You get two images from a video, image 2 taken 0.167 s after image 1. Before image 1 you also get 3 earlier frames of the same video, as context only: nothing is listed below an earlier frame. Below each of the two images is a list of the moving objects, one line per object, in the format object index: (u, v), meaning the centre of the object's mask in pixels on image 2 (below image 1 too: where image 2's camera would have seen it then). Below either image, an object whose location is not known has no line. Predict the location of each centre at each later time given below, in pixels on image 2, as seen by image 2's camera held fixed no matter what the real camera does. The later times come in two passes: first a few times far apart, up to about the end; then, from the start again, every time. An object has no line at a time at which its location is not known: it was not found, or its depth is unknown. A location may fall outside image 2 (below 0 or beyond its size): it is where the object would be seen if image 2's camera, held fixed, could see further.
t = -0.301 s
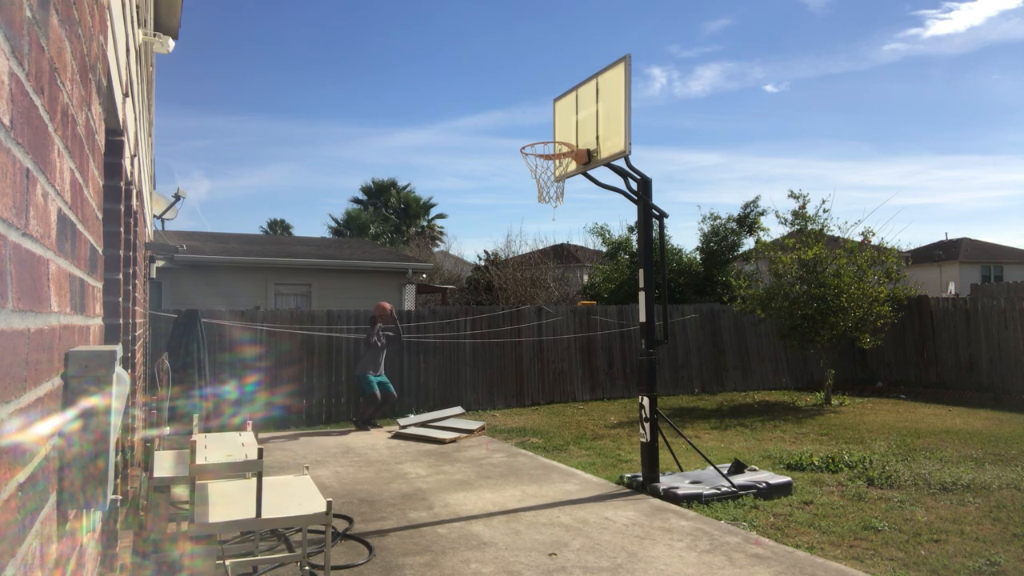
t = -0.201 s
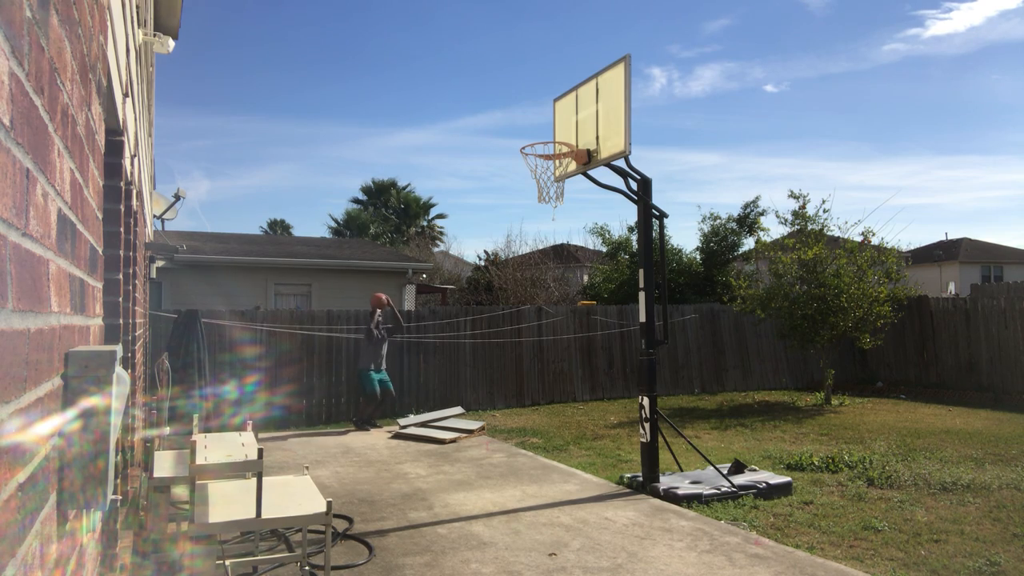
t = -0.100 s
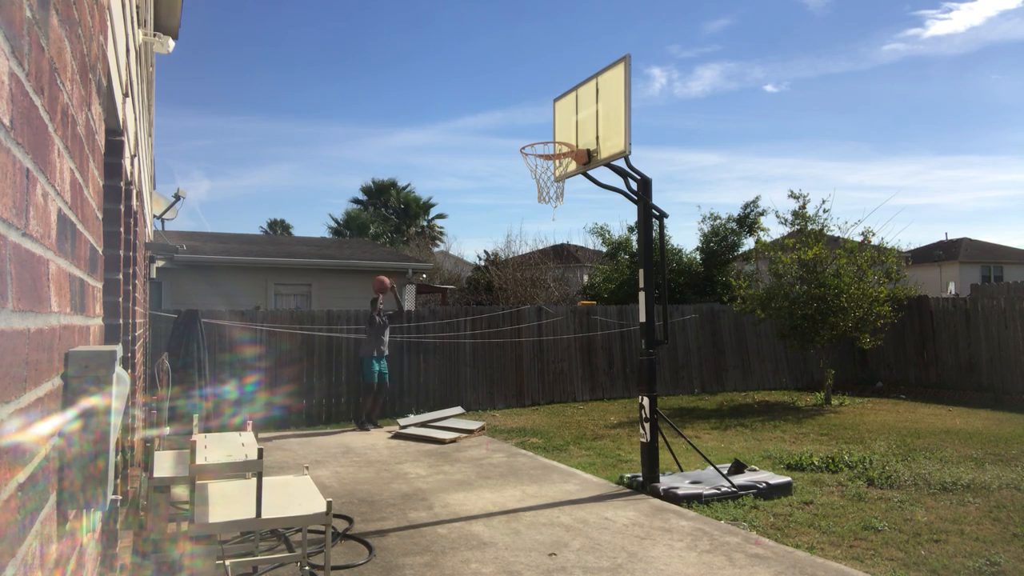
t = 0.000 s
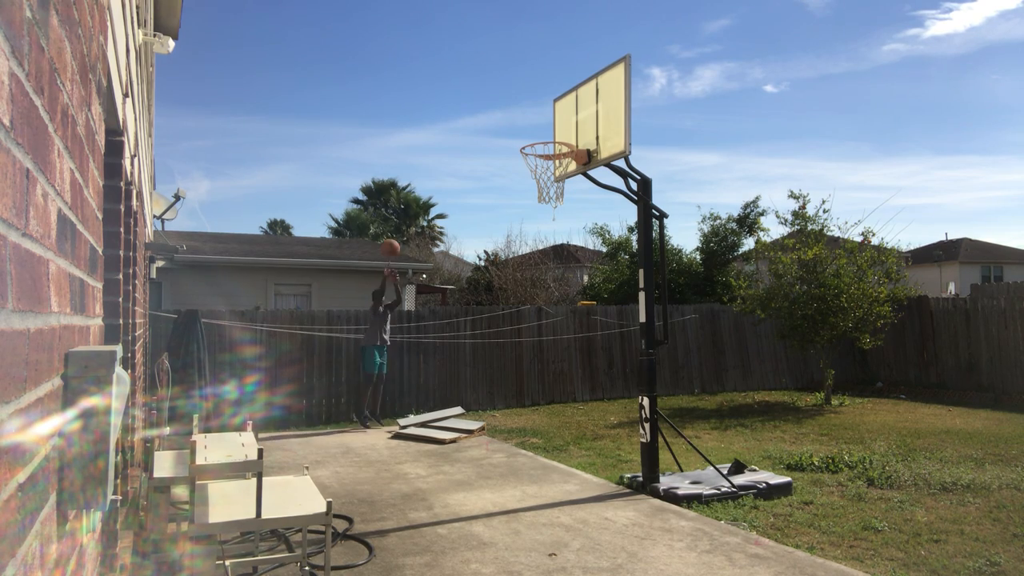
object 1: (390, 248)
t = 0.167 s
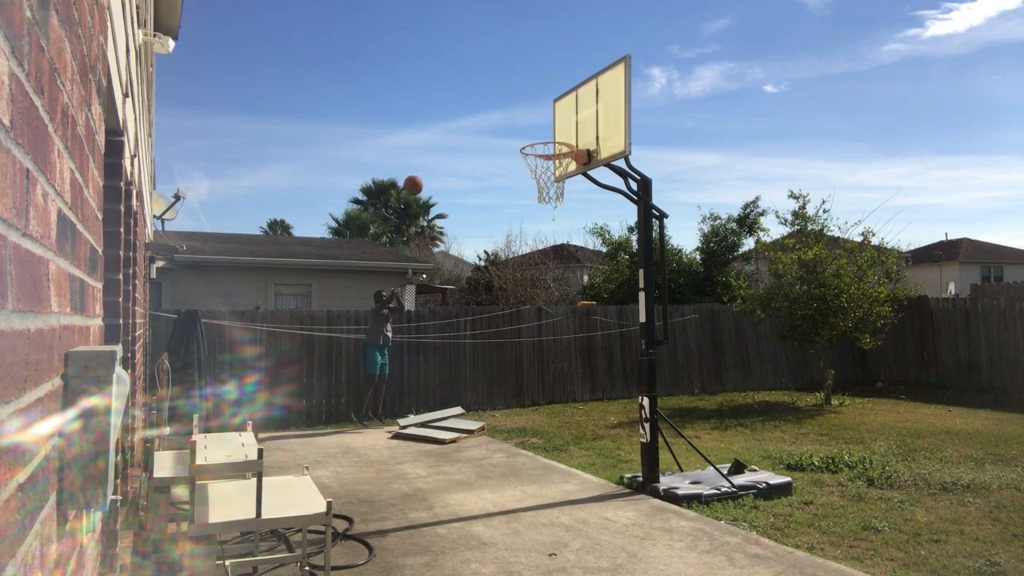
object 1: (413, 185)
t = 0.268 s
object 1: (428, 155)
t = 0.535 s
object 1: (475, 107)
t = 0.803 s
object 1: (534, 122)
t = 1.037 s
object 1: (537, 178)
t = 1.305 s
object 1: (495, 235)
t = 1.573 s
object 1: (454, 369)
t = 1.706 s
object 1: (434, 464)
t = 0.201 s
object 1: (418, 175)
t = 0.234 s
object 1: (423, 164)
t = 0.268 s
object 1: (428, 155)
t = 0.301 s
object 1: (434, 146)
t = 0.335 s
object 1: (439, 138)
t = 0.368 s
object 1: (444, 131)
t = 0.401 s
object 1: (450, 124)
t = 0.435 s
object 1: (456, 119)
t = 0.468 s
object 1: (462, 114)
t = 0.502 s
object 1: (468, 110)
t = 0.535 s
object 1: (475, 107)
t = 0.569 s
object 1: (481, 105)
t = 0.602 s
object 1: (488, 104)
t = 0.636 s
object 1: (495, 104)
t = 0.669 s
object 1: (502, 105)
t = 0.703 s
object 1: (510, 108)
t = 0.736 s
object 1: (518, 111)
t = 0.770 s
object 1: (525, 116)
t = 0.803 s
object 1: (534, 122)
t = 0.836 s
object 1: (542, 129)
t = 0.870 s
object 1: (551, 138)
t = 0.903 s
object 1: (560, 149)
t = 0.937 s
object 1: (557, 158)
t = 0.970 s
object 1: (550, 169)
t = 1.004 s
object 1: (543, 175)
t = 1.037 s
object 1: (537, 178)
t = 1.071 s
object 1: (531, 181)
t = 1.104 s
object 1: (526, 185)
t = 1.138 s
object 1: (521, 191)
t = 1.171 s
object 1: (515, 197)
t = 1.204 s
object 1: (510, 205)
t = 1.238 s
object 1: (505, 214)
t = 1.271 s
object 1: (500, 224)
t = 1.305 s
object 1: (495, 235)
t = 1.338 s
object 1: (490, 248)
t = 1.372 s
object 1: (485, 262)
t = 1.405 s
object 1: (480, 277)
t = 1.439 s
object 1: (474, 293)
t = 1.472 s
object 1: (469, 310)
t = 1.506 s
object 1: (464, 329)
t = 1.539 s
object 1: (459, 349)
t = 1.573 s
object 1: (454, 369)
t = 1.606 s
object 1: (449, 391)
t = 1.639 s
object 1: (445, 414)
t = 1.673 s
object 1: (440, 438)
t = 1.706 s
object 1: (434, 464)
